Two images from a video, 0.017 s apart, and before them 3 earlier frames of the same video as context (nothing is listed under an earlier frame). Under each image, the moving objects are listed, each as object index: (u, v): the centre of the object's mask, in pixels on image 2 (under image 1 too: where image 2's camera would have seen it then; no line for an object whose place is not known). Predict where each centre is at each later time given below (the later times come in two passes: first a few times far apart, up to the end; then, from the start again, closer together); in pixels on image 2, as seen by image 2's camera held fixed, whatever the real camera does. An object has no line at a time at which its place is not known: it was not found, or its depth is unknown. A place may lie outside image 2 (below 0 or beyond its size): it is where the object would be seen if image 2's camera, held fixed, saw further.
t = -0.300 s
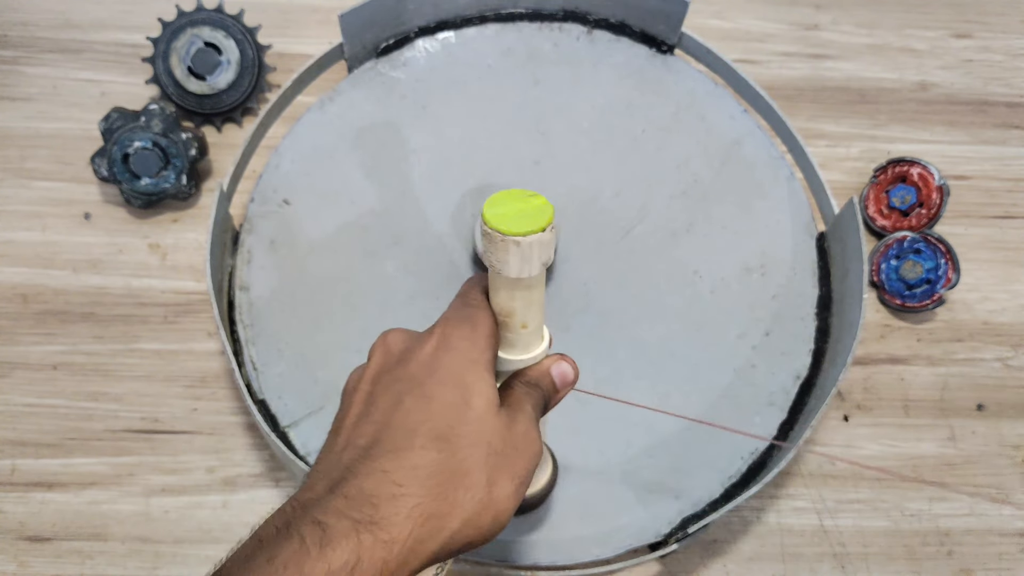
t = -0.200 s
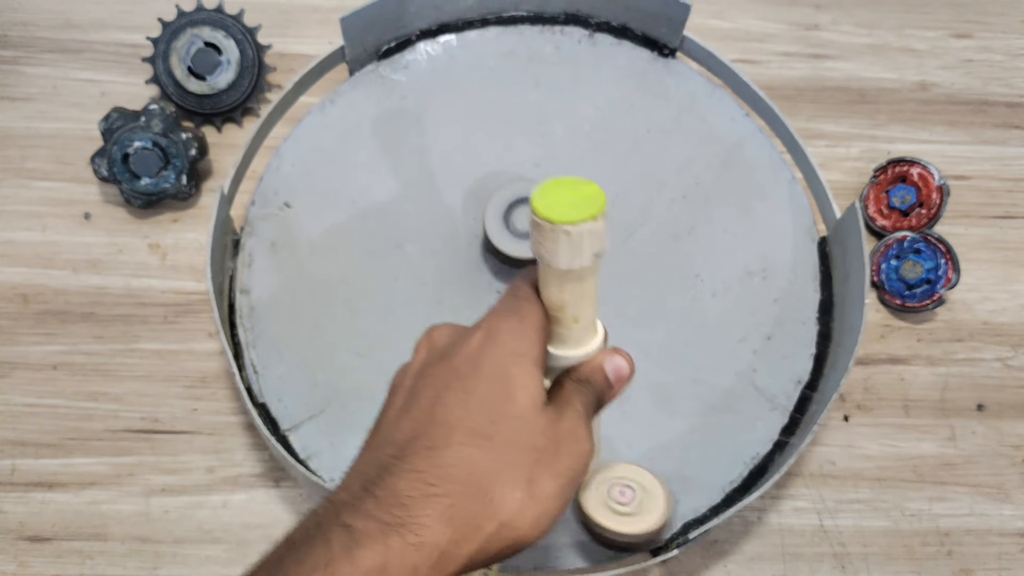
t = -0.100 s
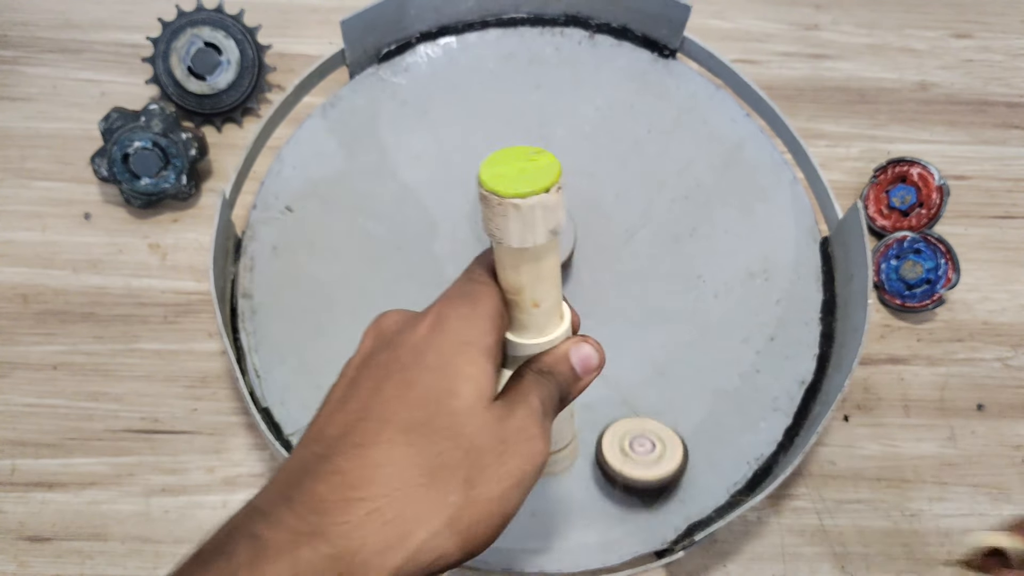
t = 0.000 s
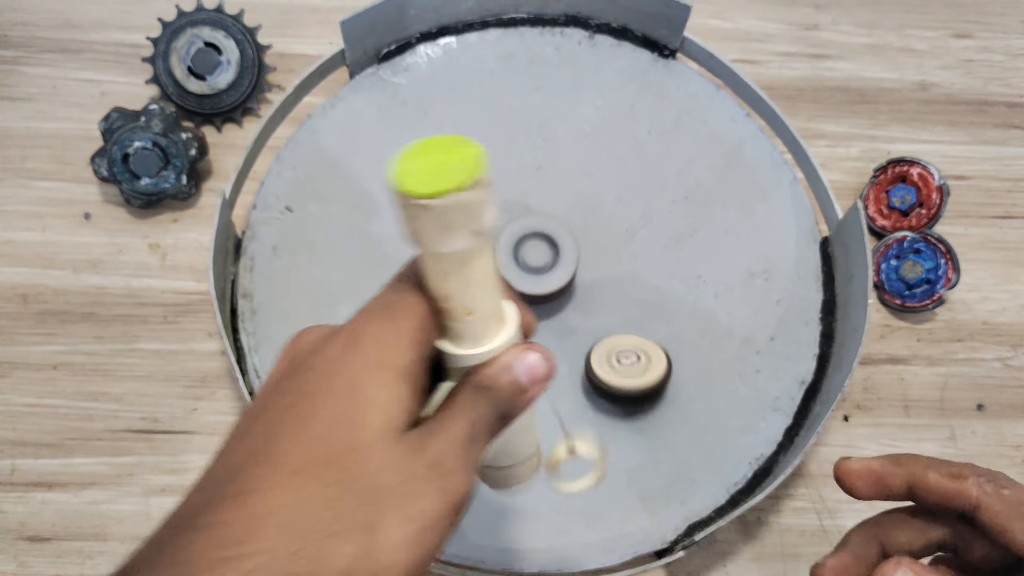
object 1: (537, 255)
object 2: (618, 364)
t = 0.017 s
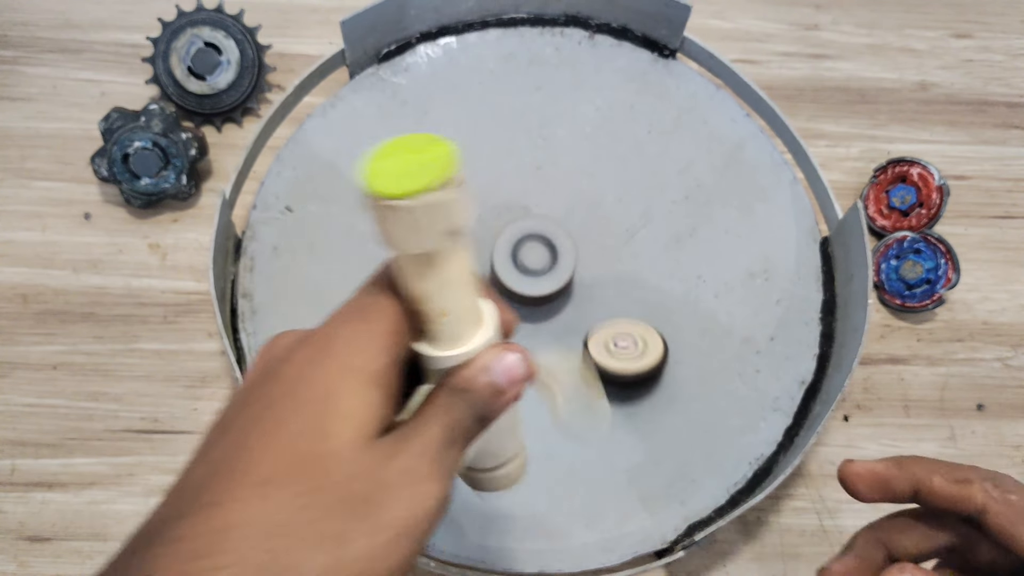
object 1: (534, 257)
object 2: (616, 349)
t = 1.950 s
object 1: (512, 258)
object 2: (582, 181)
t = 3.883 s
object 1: (495, 300)
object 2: (443, 142)
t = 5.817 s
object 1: (533, 254)
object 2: (417, 345)
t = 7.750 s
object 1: (520, 271)
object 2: (562, 350)
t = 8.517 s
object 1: (497, 249)
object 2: (596, 291)
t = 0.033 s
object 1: (531, 259)
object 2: (611, 335)
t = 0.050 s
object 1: (528, 260)
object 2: (608, 320)
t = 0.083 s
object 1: (521, 262)
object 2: (601, 292)
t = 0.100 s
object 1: (516, 261)
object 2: (596, 278)
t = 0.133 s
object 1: (509, 258)
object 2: (589, 252)
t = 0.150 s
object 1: (504, 256)
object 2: (586, 238)
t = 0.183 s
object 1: (499, 248)
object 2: (580, 213)
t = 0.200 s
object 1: (497, 246)
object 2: (577, 201)
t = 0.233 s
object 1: (494, 239)
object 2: (572, 180)
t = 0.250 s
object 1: (495, 236)
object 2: (569, 170)
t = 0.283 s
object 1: (498, 231)
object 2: (566, 153)
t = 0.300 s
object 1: (501, 230)
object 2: (564, 148)
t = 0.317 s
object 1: (504, 230)
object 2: (562, 142)
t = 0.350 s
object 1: (509, 231)
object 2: (559, 135)
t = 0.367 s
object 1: (512, 233)
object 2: (556, 134)
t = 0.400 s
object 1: (513, 237)
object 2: (553, 132)
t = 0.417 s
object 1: (513, 240)
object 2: (552, 133)
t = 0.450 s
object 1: (511, 248)
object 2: (550, 138)
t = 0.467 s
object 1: (509, 253)
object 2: (548, 143)
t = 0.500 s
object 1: (510, 260)
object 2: (547, 155)
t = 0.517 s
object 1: (510, 263)
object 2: (546, 162)
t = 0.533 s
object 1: (512, 265)
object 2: (546, 170)
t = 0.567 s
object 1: (511, 266)
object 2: (545, 190)
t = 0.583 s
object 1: (511, 266)
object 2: (544, 203)
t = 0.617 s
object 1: (500, 279)
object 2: (552, 216)
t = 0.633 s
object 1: (493, 287)
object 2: (559, 221)
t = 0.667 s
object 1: (482, 298)
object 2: (571, 233)
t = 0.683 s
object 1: (476, 303)
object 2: (577, 238)
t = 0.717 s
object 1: (466, 310)
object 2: (591, 251)
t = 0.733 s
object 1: (461, 312)
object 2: (599, 257)
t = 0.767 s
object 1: (451, 315)
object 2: (614, 272)
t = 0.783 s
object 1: (448, 316)
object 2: (622, 279)
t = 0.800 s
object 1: (445, 316)
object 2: (630, 287)
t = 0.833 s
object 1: (439, 315)
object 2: (644, 300)
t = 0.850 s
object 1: (437, 312)
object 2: (652, 308)
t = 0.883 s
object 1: (432, 308)
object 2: (665, 320)
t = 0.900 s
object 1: (432, 303)
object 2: (670, 327)
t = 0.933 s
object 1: (432, 297)
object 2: (681, 340)
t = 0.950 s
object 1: (433, 292)
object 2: (687, 346)
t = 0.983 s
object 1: (437, 286)
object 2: (696, 357)
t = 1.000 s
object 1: (439, 281)
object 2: (699, 362)
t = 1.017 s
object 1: (441, 278)
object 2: (702, 367)
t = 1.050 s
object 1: (446, 271)
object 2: (707, 377)
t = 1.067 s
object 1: (448, 268)
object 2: (709, 382)
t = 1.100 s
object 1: (453, 264)
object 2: (711, 389)
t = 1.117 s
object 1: (456, 263)
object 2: (711, 392)
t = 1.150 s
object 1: (463, 262)
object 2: (711, 398)
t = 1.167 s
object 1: (468, 263)
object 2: (710, 400)
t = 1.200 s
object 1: (480, 266)
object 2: (709, 403)
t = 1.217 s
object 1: (486, 268)
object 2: (708, 405)
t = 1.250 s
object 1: (498, 274)
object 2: (704, 406)
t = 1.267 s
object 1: (505, 277)
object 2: (701, 405)
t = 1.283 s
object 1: (511, 281)
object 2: (699, 404)
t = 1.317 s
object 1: (522, 288)
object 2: (691, 402)
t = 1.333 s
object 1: (525, 292)
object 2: (687, 400)
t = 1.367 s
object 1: (532, 300)
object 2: (677, 394)
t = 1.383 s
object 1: (534, 304)
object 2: (671, 391)
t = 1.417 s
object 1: (536, 312)
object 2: (659, 384)
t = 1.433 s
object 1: (537, 315)
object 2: (654, 381)
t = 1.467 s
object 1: (536, 323)
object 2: (637, 371)
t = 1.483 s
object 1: (535, 327)
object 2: (631, 366)
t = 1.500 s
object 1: (534, 330)
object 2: (622, 360)
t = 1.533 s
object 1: (528, 338)
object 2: (606, 350)
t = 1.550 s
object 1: (519, 341)
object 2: (602, 344)
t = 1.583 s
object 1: (495, 348)
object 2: (602, 328)
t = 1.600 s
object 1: (486, 350)
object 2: (598, 321)
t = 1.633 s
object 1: (467, 352)
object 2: (597, 304)
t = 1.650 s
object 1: (461, 353)
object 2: (595, 297)
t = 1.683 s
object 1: (449, 349)
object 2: (591, 282)
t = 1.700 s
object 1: (447, 347)
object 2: (590, 273)
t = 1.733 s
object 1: (443, 336)
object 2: (588, 258)
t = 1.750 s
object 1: (443, 332)
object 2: (586, 249)
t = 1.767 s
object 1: (445, 326)
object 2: (584, 244)
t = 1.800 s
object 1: (450, 311)
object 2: (582, 230)
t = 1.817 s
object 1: (454, 306)
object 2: (582, 222)
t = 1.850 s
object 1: (465, 291)
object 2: (579, 211)
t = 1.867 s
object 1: (470, 287)
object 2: (579, 205)
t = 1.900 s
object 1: (486, 273)
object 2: (579, 194)
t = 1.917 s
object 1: (493, 269)
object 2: (580, 189)
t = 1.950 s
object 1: (512, 258)
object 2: (582, 181)
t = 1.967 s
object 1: (519, 255)
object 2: (583, 178)
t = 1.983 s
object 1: (528, 253)
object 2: (582, 175)
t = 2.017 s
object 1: (541, 249)
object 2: (584, 172)
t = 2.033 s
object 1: (548, 249)
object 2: (585, 171)
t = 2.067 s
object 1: (559, 251)
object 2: (587, 169)
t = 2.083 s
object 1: (563, 253)
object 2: (587, 170)
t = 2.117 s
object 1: (572, 259)
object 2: (589, 171)
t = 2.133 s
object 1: (575, 263)
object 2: (590, 172)
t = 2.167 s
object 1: (580, 272)
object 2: (592, 174)
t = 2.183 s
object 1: (581, 278)
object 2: (593, 176)
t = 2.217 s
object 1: (583, 289)
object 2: (594, 180)
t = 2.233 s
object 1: (582, 296)
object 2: (594, 184)
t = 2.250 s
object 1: (580, 302)
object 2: (594, 186)
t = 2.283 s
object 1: (574, 312)
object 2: (594, 193)
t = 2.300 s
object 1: (571, 316)
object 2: (594, 197)
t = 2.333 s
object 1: (564, 322)
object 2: (592, 204)
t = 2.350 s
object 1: (558, 325)
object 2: (592, 208)
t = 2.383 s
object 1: (552, 327)
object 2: (589, 216)
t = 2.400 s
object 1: (548, 327)
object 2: (587, 220)
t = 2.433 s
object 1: (541, 326)
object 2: (583, 227)
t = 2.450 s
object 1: (539, 323)
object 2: (580, 232)
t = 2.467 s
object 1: (535, 319)
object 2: (578, 233)
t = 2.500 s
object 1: (527, 311)
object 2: (572, 240)
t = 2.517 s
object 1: (525, 306)
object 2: (570, 241)
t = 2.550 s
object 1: (518, 294)
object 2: (565, 245)
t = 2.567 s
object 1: (511, 294)
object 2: (564, 242)
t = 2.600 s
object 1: (495, 297)
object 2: (568, 229)
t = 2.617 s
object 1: (490, 297)
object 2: (569, 224)
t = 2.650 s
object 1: (483, 296)
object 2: (573, 210)
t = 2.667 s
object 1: (479, 294)
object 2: (576, 202)
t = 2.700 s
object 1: (475, 291)
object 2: (579, 190)
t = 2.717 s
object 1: (475, 288)
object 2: (579, 185)
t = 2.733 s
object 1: (476, 283)
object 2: (582, 179)
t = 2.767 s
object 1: (479, 276)
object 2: (584, 169)
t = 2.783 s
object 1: (482, 271)
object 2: (584, 165)
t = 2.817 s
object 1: (488, 257)
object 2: (587, 158)
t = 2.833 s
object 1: (492, 253)
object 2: (587, 155)
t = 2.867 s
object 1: (503, 242)
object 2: (588, 150)
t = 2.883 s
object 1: (507, 236)
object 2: (590, 147)
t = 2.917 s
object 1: (516, 232)
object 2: (591, 145)
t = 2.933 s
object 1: (521, 231)
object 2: (591, 143)
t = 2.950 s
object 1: (524, 231)
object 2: (592, 143)
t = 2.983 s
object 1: (532, 236)
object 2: (592, 142)
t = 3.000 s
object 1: (536, 240)
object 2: (592, 141)
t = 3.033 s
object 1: (541, 250)
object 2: (592, 142)
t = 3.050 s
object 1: (543, 255)
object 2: (592, 142)
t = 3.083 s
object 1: (546, 266)
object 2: (591, 145)
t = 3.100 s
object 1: (546, 273)
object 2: (592, 146)
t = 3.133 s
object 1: (545, 282)
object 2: (591, 149)
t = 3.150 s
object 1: (544, 286)
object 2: (589, 151)
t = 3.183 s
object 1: (539, 291)
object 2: (587, 156)
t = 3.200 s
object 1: (537, 292)
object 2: (585, 159)
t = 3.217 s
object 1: (534, 293)
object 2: (583, 162)
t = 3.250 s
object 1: (524, 291)
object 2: (580, 171)
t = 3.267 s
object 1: (520, 290)
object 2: (578, 175)
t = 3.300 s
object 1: (514, 287)
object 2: (571, 184)
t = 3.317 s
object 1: (510, 284)
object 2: (566, 189)
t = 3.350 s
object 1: (504, 278)
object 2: (557, 200)
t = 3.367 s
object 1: (504, 275)
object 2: (553, 206)
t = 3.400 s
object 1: (504, 271)
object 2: (543, 215)
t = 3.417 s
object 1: (503, 272)
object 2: (539, 218)
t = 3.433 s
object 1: (500, 278)
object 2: (536, 218)
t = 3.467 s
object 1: (496, 288)
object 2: (529, 215)
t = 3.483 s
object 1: (494, 291)
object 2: (526, 214)
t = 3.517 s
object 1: (491, 296)
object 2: (518, 213)
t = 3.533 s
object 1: (490, 297)
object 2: (514, 212)
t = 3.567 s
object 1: (488, 295)
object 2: (506, 211)
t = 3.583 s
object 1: (487, 293)
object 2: (501, 208)
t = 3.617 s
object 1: (483, 288)
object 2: (493, 207)
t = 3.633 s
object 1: (482, 285)
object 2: (489, 207)
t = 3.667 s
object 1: (480, 279)
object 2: (481, 206)
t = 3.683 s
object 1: (479, 275)
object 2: (476, 204)
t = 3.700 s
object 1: (478, 271)
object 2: (473, 203)
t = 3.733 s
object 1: (478, 276)
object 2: (465, 193)
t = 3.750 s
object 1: (480, 281)
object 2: (462, 187)
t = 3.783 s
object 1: (485, 288)
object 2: (456, 175)
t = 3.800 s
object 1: (487, 291)
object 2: (453, 170)
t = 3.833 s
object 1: (490, 295)
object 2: (448, 155)
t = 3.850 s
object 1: (492, 297)
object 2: (446, 152)
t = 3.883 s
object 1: (495, 300)
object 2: (443, 142)
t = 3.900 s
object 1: (496, 301)
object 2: (441, 139)
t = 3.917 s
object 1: (496, 302)
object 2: (440, 136)
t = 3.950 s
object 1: (495, 305)
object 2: (439, 132)
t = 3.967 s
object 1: (494, 307)
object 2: (439, 130)
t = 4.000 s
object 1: (493, 311)
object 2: (438, 129)
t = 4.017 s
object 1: (493, 313)
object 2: (438, 129)
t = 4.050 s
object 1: (490, 318)
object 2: (438, 130)
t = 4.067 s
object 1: (489, 320)
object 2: (438, 131)
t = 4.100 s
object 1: (489, 326)
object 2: (439, 136)
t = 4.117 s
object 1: (488, 329)
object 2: (439, 137)
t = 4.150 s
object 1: (488, 331)
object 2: (442, 144)
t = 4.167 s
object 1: (488, 332)
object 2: (443, 150)
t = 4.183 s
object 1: (487, 332)
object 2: (444, 155)
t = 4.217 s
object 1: (487, 333)
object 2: (448, 166)
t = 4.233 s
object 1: (487, 333)
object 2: (450, 173)
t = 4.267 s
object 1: (488, 332)
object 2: (454, 187)
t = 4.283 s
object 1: (489, 331)
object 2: (456, 193)
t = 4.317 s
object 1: (489, 327)
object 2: (460, 208)
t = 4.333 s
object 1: (488, 326)
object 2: (462, 215)
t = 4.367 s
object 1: (489, 324)
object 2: (467, 230)
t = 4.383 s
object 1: (491, 323)
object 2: (470, 241)
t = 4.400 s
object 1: (492, 323)
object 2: (471, 248)
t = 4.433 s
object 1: (496, 323)
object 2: (476, 259)
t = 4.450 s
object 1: (501, 334)
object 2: (476, 261)
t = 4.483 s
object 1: (510, 350)
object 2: (477, 262)
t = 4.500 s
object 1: (516, 356)
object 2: (476, 261)
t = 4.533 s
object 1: (527, 365)
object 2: (476, 260)
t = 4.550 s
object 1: (532, 367)
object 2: (474, 260)
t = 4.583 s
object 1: (542, 368)
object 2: (473, 260)
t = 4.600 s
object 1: (546, 366)
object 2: (471, 260)
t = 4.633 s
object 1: (550, 360)
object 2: (468, 260)
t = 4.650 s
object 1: (552, 357)
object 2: (466, 260)
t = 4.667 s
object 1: (552, 354)
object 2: (465, 261)
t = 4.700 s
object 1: (551, 348)
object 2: (461, 259)
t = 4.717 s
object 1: (551, 346)
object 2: (459, 262)
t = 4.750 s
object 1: (547, 340)
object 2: (456, 263)
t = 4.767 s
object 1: (546, 337)
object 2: (454, 263)
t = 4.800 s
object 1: (542, 330)
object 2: (450, 264)
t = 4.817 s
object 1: (538, 327)
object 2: (449, 265)
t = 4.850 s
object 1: (531, 322)
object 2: (444, 266)
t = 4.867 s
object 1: (529, 320)
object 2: (443, 268)
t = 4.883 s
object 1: (527, 318)
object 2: (440, 268)
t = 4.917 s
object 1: (524, 314)
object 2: (437, 271)
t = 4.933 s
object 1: (524, 312)
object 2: (435, 271)
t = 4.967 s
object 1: (525, 308)
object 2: (431, 277)
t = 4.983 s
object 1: (527, 305)
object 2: (430, 277)
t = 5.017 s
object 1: (531, 299)
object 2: (426, 282)
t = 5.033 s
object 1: (533, 296)
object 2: (424, 284)
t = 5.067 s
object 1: (537, 289)
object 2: (421, 287)
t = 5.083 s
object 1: (539, 286)
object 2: (419, 289)
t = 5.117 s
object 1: (544, 281)
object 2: (416, 292)
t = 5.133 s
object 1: (546, 279)
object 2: (414, 295)
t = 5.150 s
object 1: (548, 277)
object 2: (413, 297)
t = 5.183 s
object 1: (554, 273)
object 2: (411, 300)
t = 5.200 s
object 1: (556, 273)
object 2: (409, 301)
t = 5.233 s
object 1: (561, 271)
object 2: (406, 305)
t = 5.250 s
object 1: (564, 270)
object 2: (406, 307)
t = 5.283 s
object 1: (569, 270)
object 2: (404, 311)
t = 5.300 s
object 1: (570, 270)
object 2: (402, 312)
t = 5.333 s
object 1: (574, 271)
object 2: (402, 314)
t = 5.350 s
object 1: (576, 271)
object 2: (401, 317)
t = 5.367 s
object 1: (579, 272)
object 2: (400, 317)
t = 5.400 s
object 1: (583, 274)
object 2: (399, 320)
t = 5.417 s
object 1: (584, 274)
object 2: (399, 321)
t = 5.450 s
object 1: (586, 275)
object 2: (398, 324)
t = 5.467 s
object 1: (587, 275)
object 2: (398, 325)
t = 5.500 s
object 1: (587, 275)
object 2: (399, 328)
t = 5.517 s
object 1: (587, 274)
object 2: (399, 330)
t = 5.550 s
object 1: (584, 273)
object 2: (399, 332)
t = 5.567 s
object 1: (582, 273)
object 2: (399, 332)
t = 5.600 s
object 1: (578, 270)
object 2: (401, 334)
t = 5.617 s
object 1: (575, 269)
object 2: (402, 335)
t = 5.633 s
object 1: (573, 267)
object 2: (402, 336)
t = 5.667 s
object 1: (568, 265)
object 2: (404, 338)
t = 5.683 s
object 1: (565, 264)
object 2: (405, 338)
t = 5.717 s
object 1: (558, 261)
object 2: (407, 340)
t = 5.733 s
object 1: (554, 259)
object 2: (409, 341)
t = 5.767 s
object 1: (545, 257)
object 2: (411, 341)
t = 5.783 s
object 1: (541, 256)
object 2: (413, 344)
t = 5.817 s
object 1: (533, 254)
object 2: (417, 345)
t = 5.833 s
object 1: (530, 253)
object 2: (419, 345)
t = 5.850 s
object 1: (526, 252)
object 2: (421, 345)
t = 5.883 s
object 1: (521, 250)
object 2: (426, 346)
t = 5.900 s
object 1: (519, 250)
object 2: (428, 346)
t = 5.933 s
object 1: (516, 248)
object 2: (433, 346)
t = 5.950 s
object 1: (516, 245)
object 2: (435, 346)
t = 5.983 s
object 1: (515, 241)
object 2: (441, 346)
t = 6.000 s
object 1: (514, 238)
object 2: (443, 346)
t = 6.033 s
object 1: (514, 233)
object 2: (449, 346)
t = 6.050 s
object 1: (513, 231)
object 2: (452, 346)
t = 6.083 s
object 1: (512, 227)
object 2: (458, 345)
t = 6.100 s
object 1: (512, 226)
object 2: (461, 346)
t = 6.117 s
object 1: (512, 225)
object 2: (463, 345)
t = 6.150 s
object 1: (511, 225)
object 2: (469, 344)
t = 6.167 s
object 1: (511, 225)
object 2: (471, 343)
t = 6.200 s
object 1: (511, 227)
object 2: (477, 344)
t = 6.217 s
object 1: (511, 228)
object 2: (479, 343)
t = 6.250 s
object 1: (512, 232)
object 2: (484, 344)
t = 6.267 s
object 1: (513, 234)
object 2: (486, 344)
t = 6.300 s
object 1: (513, 237)
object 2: (490, 344)
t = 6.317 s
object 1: (514, 238)
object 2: (492, 344)
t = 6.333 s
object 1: (514, 240)
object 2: (493, 344)
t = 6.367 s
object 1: (514, 243)
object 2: (496, 345)
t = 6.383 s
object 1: (514, 245)
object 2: (496, 345)
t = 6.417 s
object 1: (514, 248)
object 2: (497, 346)
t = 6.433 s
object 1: (513, 249)
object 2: (498, 347)
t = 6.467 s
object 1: (510, 252)
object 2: (499, 352)
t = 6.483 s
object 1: (509, 254)
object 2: (499, 352)
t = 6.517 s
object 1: (505, 258)
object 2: (499, 353)
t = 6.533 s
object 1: (503, 259)
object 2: (499, 354)
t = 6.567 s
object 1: (500, 261)
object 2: (499, 358)
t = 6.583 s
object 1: (499, 262)
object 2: (500, 359)
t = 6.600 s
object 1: (498, 262)
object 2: (500, 360)
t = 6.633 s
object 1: (495, 262)
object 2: (499, 361)
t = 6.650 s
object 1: (493, 263)
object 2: (499, 361)
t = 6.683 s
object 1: (491, 263)
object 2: (499, 363)
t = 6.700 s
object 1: (490, 264)
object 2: (499, 364)
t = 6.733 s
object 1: (490, 264)
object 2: (500, 365)
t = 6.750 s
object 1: (490, 264)
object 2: (501, 366)
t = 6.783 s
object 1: (490, 265)
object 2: (502, 366)
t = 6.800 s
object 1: (491, 266)
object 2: (502, 366)
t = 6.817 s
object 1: (492, 267)
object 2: (502, 366)
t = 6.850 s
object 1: (494, 269)
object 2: (502, 366)
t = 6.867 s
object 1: (495, 269)
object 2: (502, 366)
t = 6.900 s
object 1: (497, 271)
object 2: (502, 364)
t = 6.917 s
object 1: (498, 272)
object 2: (502, 363)
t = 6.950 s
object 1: (501, 274)
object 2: (501, 362)
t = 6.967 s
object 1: (500, 268)
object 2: (504, 366)
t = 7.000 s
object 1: (499, 259)
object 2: (507, 374)
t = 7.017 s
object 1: (499, 255)
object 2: (509, 378)
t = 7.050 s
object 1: (502, 251)
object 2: (513, 385)
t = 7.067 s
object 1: (504, 250)
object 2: (515, 388)
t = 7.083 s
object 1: (506, 250)
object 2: (517, 390)
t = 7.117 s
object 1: (513, 253)
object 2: (521, 395)
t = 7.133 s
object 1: (517, 254)
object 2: (524, 398)
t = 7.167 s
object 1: (525, 259)
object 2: (531, 403)
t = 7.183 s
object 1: (529, 262)
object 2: (533, 405)
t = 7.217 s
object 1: (536, 267)
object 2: (541, 410)
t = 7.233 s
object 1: (539, 270)
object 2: (545, 411)
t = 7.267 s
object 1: (544, 275)
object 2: (554, 417)
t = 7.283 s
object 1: (545, 278)
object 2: (556, 417)
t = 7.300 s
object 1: (546, 280)
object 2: (561, 418)
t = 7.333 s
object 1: (546, 284)
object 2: (568, 422)
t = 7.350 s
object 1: (546, 285)
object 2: (570, 422)
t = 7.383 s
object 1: (544, 288)
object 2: (573, 422)
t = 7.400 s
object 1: (543, 289)
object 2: (575, 421)
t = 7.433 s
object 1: (540, 290)
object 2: (575, 418)
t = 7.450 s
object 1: (538, 291)
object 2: (576, 417)
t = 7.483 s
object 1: (535, 291)
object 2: (575, 412)
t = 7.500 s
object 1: (533, 291)
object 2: (575, 409)
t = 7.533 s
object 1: (530, 290)
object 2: (572, 402)
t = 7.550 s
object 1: (528, 289)
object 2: (570, 400)
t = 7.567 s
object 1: (526, 288)
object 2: (568, 395)
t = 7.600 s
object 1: (522, 285)
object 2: (566, 388)
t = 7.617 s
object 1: (521, 283)
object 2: (565, 385)
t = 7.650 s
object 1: (518, 280)
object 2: (563, 377)
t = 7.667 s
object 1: (517, 278)
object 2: (562, 371)
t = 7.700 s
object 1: (517, 275)
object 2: (562, 364)
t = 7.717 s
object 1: (517, 274)
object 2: (562, 359)
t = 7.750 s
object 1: (520, 271)
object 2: (562, 350)
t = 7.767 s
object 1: (522, 269)
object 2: (562, 347)
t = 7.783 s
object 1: (523, 268)
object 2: (561, 342)
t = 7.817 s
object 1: (524, 262)
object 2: (565, 337)
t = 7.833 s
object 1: (522, 257)
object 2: (568, 336)
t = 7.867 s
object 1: (517, 249)
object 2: (575, 334)
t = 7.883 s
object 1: (515, 247)
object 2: (578, 334)
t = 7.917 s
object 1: (512, 242)
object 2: (584, 332)
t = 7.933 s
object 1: (511, 242)
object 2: (587, 330)
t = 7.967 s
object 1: (511, 242)
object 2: (592, 328)
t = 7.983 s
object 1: (512, 243)
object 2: (594, 327)
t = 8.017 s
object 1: (516, 245)
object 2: (597, 323)
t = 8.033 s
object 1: (519, 245)
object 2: (598, 323)
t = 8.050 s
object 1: (521, 245)
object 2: (599, 322)
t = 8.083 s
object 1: (527, 245)
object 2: (599, 319)
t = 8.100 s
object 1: (530, 245)
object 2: (599, 317)
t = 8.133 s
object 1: (533, 247)
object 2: (599, 314)
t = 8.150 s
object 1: (534, 248)
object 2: (599, 312)
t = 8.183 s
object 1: (535, 249)
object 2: (598, 307)
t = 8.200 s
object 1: (536, 250)
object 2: (598, 305)
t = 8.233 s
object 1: (534, 251)
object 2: (595, 301)
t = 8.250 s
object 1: (534, 251)
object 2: (593, 300)
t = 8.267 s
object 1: (530, 251)
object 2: (594, 299)
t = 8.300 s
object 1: (519, 250)
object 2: (597, 298)
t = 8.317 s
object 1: (515, 251)
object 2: (598, 298)
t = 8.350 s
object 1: (507, 253)
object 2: (601, 295)
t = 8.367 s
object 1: (504, 254)
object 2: (601, 294)
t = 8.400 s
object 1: (498, 254)
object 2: (601, 294)
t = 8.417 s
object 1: (496, 253)
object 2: (601, 293)
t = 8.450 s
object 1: (493, 252)
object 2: (600, 293)
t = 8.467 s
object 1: (493, 252)
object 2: (599, 292)
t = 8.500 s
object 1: (495, 250)
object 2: (597, 291)
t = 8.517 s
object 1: (497, 249)
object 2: (596, 291)
